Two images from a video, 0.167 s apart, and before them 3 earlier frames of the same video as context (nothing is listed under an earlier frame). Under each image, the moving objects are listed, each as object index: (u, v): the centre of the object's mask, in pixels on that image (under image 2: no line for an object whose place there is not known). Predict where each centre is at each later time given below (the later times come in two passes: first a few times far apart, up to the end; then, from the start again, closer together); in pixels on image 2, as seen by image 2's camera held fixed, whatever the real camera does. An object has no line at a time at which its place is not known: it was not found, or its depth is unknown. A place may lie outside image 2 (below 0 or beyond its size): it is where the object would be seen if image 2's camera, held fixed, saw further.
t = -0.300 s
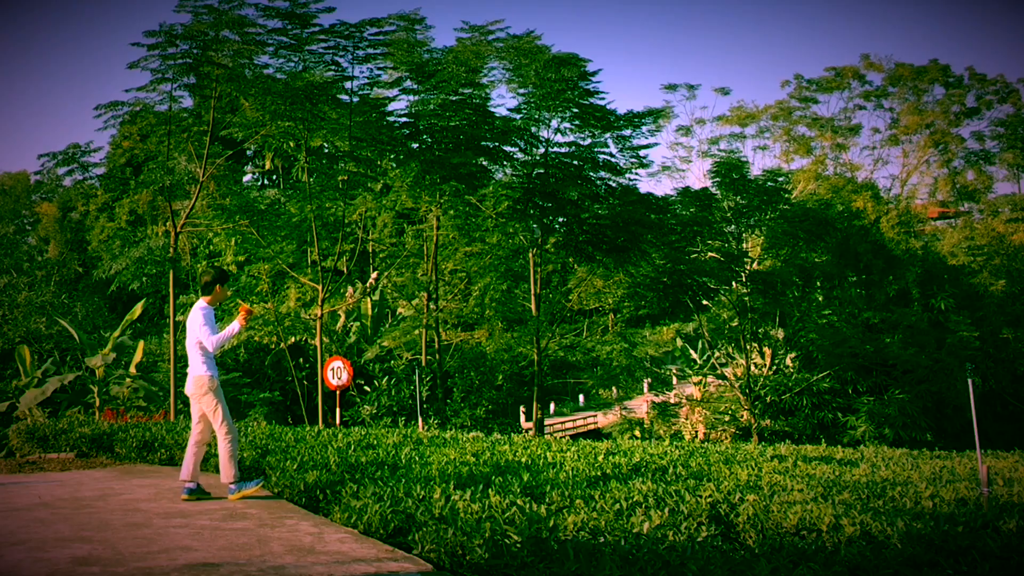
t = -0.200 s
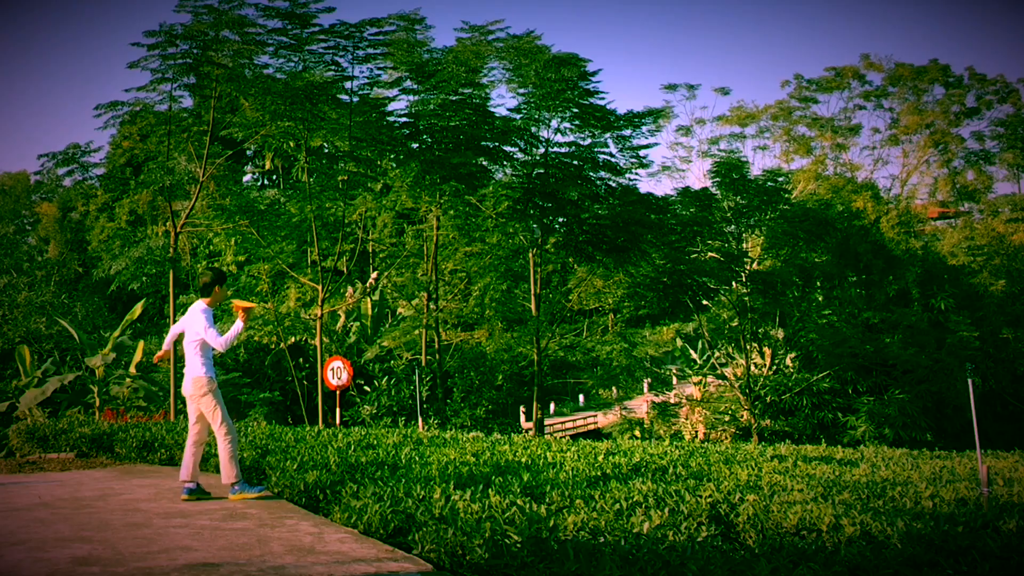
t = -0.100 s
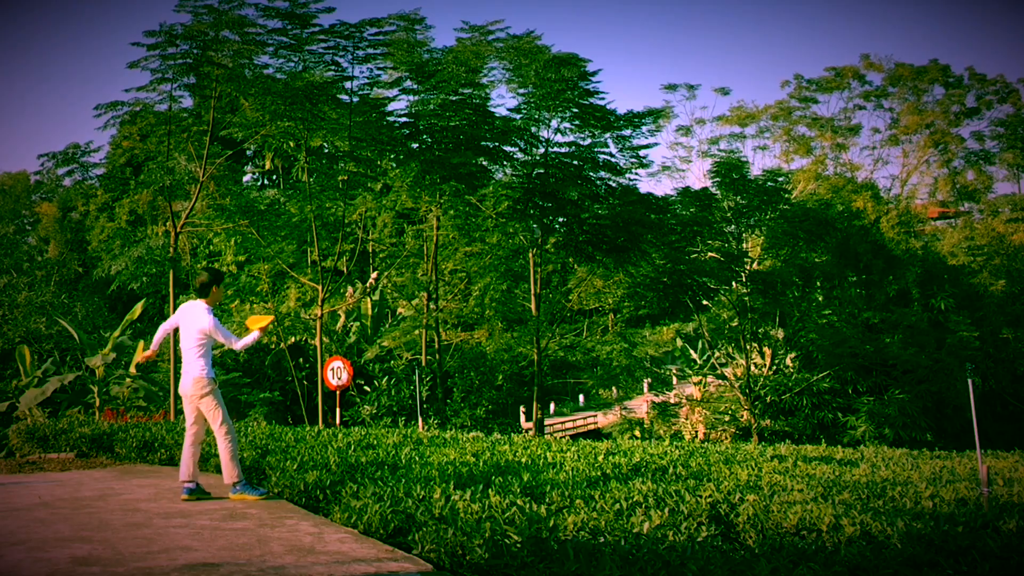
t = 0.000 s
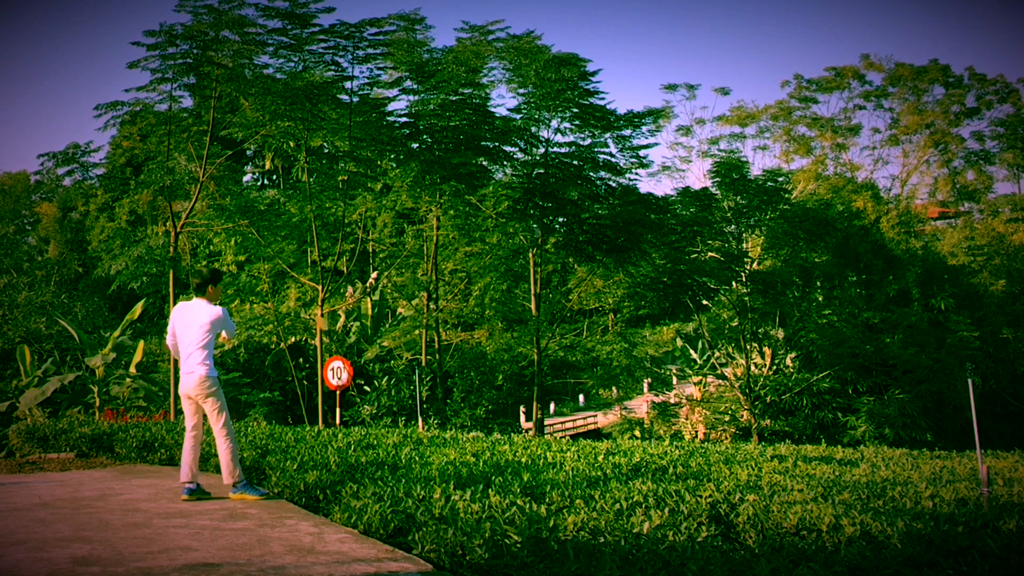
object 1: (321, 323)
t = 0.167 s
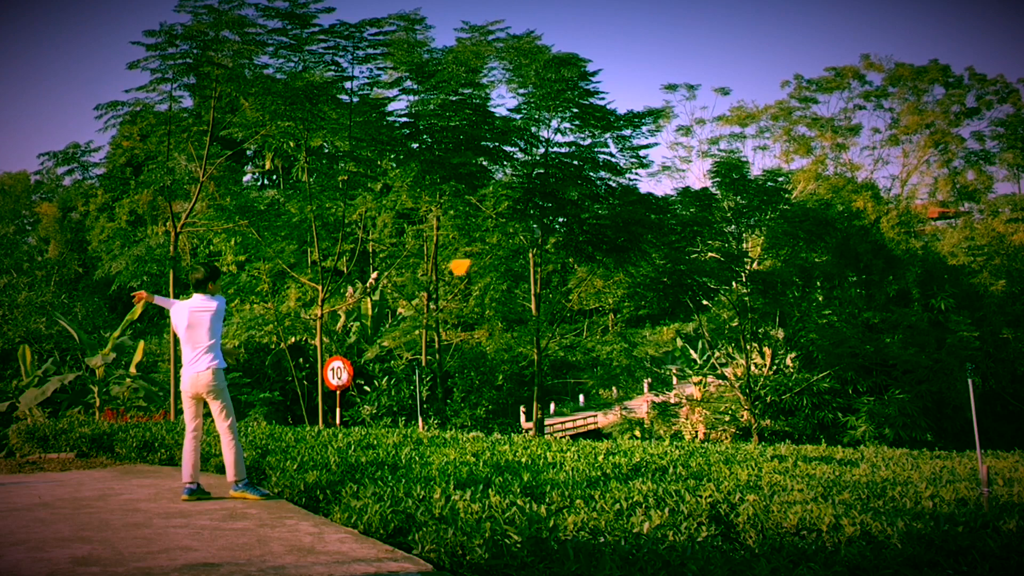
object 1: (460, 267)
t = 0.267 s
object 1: (557, 221)
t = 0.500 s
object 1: (751, 123)
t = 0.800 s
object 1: (856, 50)
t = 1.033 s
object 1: (833, 43)
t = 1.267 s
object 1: (758, 47)
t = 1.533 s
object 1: (675, 54)
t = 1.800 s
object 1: (612, 71)
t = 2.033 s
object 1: (562, 93)
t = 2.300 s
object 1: (508, 136)
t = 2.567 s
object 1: (447, 174)
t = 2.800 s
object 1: (400, 202)
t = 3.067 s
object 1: (358, 236)
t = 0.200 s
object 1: (492, 251)
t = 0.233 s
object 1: (525, 236)
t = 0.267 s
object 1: (557, 221)
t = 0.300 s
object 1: (589, 206)
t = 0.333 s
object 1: (620, 191)
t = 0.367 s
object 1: (650, 177)
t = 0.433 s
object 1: (705, 148)
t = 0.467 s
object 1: (729, 135)
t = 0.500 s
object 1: (751, 123)
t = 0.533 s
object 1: (771, 111)
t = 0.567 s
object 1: (789, 100)
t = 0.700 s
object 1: (840, 68)
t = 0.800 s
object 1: (856, 50)
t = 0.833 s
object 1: (858, 47)
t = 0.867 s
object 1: (857, 45)
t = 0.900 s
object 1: (856, 43)
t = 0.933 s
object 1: (852, 43)
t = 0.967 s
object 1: (847, 43)
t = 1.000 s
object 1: (841, 43)
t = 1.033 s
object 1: (833, 43)
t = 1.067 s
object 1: (824, 44)
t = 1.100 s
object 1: (814, 44)
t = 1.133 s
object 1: (803, 45)
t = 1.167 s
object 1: (793, 46)
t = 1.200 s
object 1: (781, 46)
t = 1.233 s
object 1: (770, 47)
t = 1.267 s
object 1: (758, 47)
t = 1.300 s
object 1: (747, 47)
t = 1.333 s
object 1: (736, 48)
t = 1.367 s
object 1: (725, 48)
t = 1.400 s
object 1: (714, 49)
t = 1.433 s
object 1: (704, 50)
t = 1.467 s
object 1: (694, 51)
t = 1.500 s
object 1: (684, 52)
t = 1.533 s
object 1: (675, 54)
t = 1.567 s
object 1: (666, 56)
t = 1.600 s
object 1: (658, 57)
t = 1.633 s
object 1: (649, 60)
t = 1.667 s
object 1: (641, 62)
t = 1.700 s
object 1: (633, 64)
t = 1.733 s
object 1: (626, 66)
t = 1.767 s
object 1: (618, 68)
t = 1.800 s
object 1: (612, 71)
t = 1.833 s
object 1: (604, 73)
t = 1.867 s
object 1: (596, 75)
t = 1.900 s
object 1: (589, 78)
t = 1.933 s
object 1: (582, 82)
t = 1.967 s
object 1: (575, 85)
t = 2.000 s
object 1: (568, 89)
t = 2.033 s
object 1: (562, 93)
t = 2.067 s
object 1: (555, 98)
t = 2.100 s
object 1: (549, 103)
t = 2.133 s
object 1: (543, 108)
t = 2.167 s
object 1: (537, 113)
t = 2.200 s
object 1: (530, 119)
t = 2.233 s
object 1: (522, 124)
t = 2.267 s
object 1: (516, 130)
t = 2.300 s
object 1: (508, 136)
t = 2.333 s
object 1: (501, 142)
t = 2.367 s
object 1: (494, 146)
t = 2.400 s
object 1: (486, 151)
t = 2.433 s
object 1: (478, 157)
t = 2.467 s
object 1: (470, 161)
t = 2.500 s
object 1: (463, 165)
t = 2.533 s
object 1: (455, 169)
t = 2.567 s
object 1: (447, 174)
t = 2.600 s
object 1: (440, 178)
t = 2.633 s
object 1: (433, 182)
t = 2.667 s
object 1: (426, 186)
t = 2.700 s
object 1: (420, 191)
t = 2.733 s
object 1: (413, 194)
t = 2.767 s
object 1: (406, 199)
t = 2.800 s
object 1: (400, 202)
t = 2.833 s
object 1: (396, 206)
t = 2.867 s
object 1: (389, 209)
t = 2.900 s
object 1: (384, 213)
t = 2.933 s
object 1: (379, 217)
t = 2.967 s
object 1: (373, 222)
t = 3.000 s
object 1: (368, 226)
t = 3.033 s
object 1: (363, 231)
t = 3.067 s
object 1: (358, 236)
